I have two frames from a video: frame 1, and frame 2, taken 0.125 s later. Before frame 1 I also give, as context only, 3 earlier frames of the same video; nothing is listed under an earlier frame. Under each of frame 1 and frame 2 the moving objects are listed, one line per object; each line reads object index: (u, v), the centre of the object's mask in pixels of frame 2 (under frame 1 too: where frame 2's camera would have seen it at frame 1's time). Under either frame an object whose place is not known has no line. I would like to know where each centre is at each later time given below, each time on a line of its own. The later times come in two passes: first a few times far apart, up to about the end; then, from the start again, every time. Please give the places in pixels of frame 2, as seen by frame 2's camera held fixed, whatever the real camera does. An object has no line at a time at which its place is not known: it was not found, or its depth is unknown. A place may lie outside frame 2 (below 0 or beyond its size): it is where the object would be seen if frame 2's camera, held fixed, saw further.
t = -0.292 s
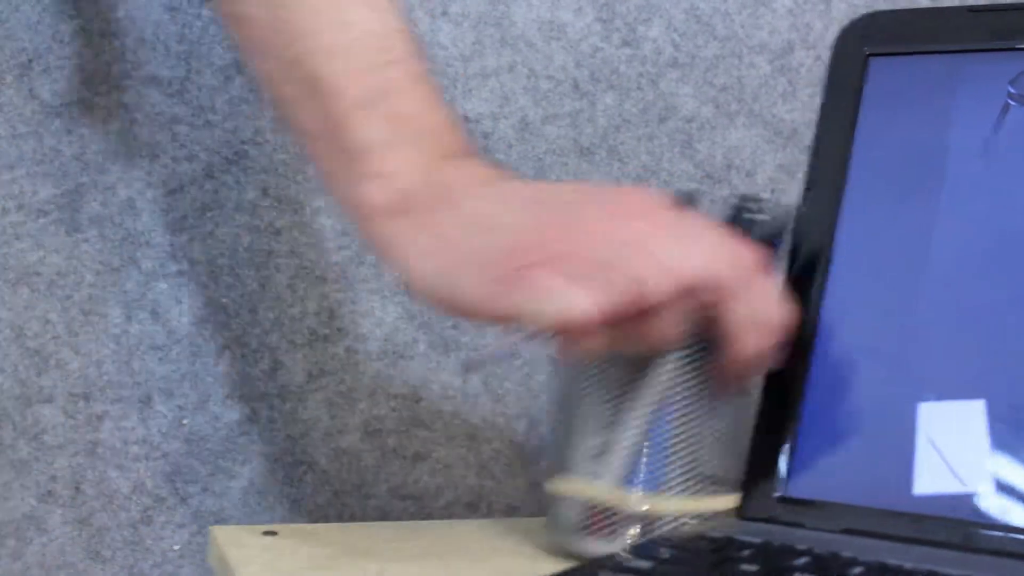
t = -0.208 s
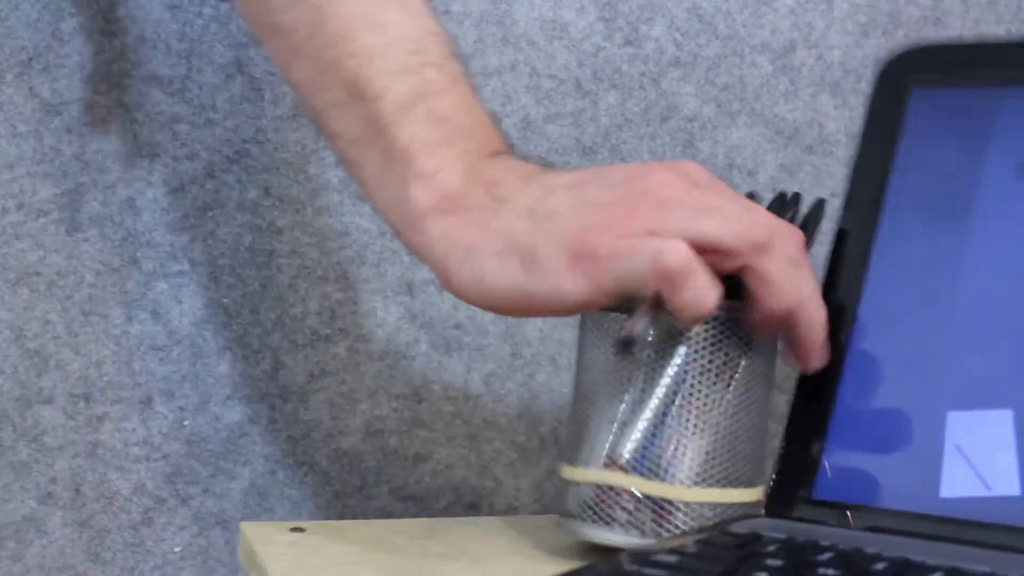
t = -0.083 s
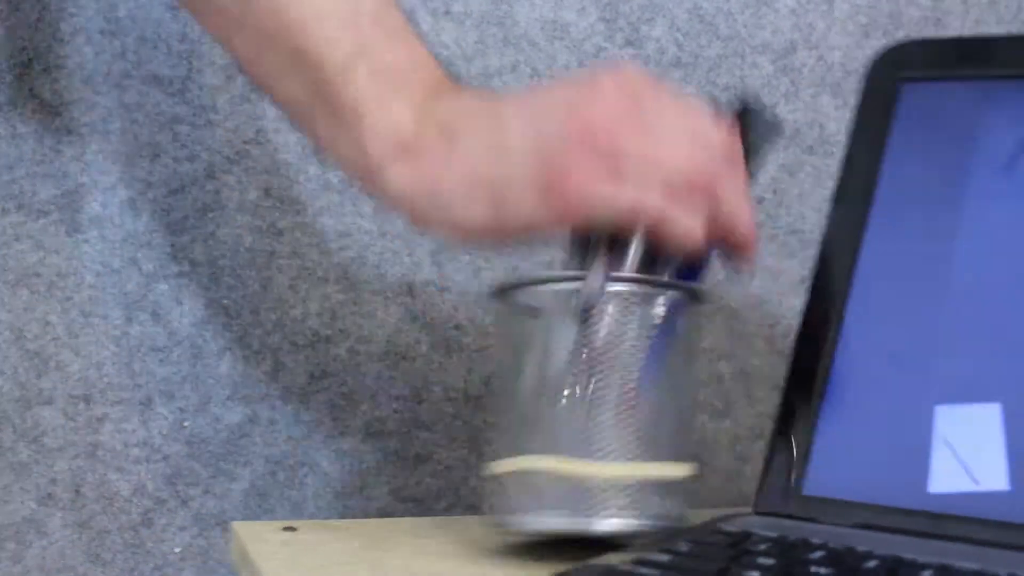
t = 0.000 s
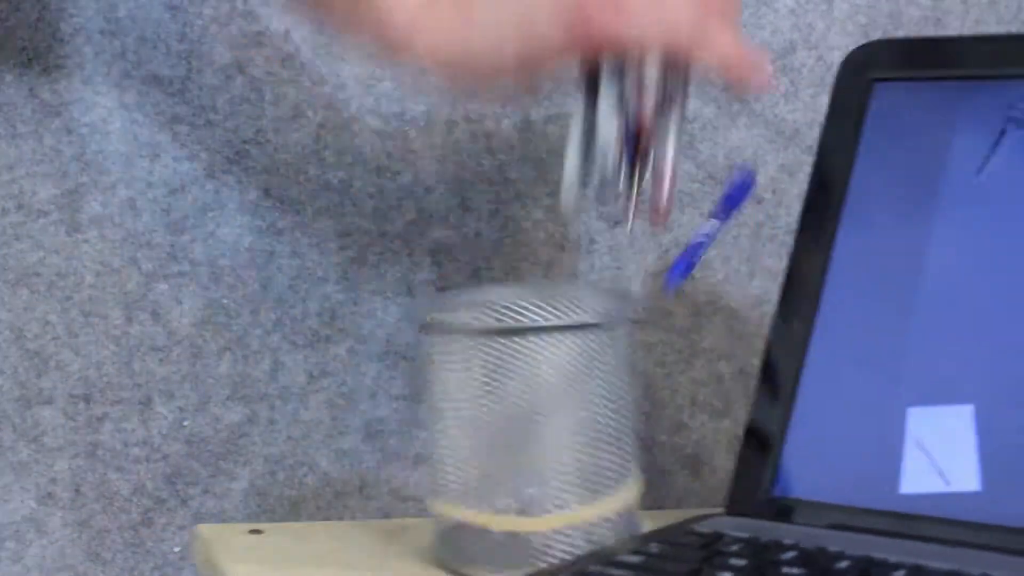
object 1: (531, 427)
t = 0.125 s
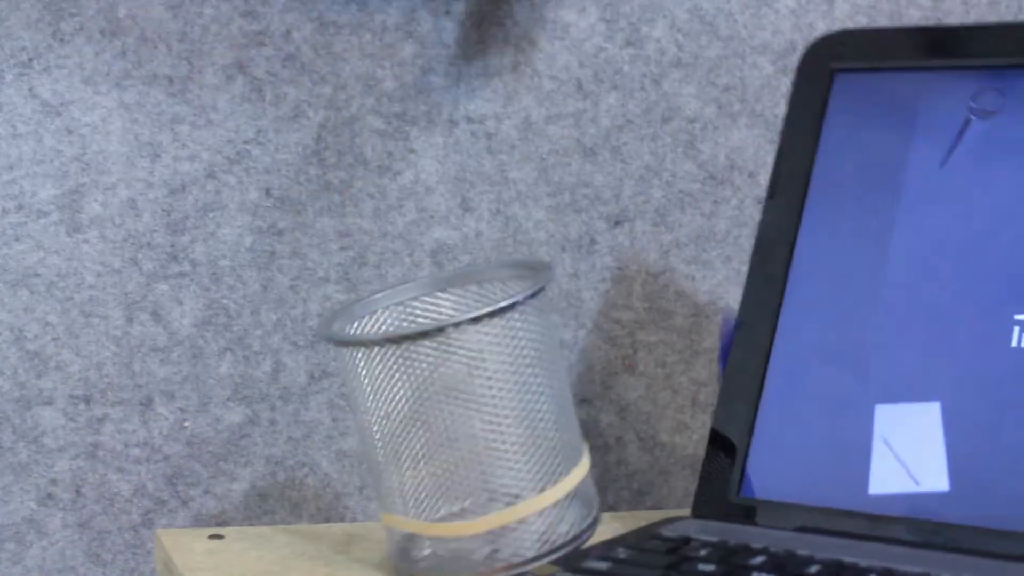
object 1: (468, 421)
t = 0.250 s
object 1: (497, 428)
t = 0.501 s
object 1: (494, 437)
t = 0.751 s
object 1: (510, 440)
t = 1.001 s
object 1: (494, 439)
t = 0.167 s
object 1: (467, 427)
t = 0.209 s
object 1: (479, 439)
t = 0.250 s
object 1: (497, 428)
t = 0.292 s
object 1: (503, 427)
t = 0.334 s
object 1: (507, 436)
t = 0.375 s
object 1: (513, 431)
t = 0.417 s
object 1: (513, 430)
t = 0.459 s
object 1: (505, 438)
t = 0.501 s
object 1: (494, 437)
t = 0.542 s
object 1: (493, 438)
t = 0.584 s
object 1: (501, 442)
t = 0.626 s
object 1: (513, 440)
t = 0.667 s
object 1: (515, 442)
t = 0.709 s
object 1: (514, 441)
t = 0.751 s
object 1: (510, 440)
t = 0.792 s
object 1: (505, 438)
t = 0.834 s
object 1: (502, 438)
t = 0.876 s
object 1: (498, 437)
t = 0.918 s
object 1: (496, 438)
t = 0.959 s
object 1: (494, 439)
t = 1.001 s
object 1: (494, 439)
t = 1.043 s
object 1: (495, 439)
